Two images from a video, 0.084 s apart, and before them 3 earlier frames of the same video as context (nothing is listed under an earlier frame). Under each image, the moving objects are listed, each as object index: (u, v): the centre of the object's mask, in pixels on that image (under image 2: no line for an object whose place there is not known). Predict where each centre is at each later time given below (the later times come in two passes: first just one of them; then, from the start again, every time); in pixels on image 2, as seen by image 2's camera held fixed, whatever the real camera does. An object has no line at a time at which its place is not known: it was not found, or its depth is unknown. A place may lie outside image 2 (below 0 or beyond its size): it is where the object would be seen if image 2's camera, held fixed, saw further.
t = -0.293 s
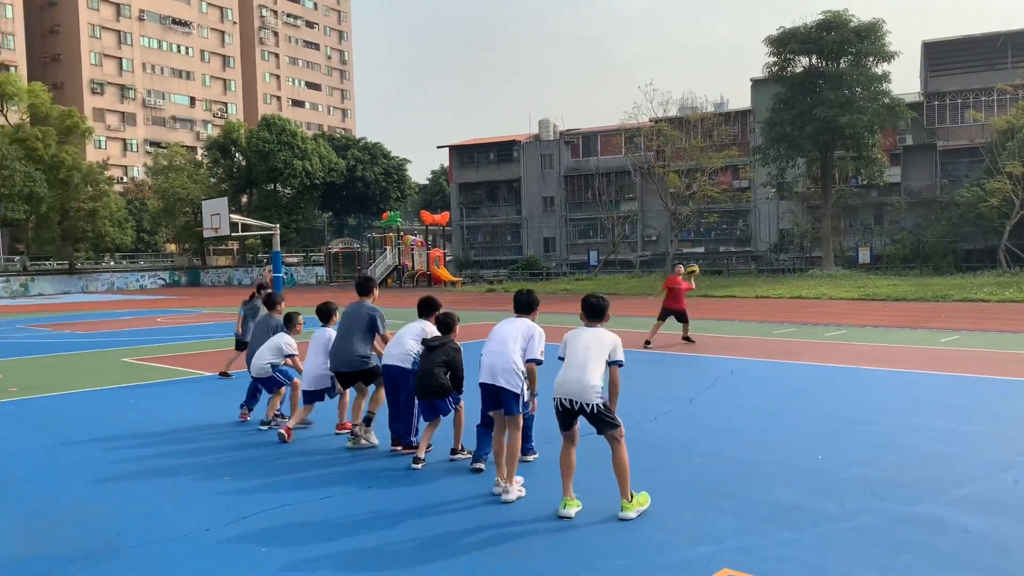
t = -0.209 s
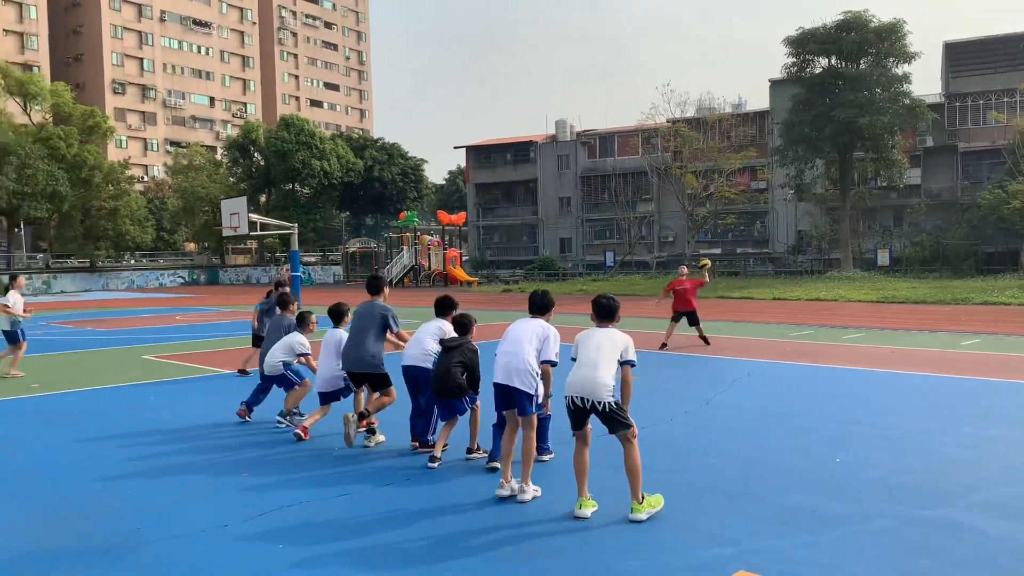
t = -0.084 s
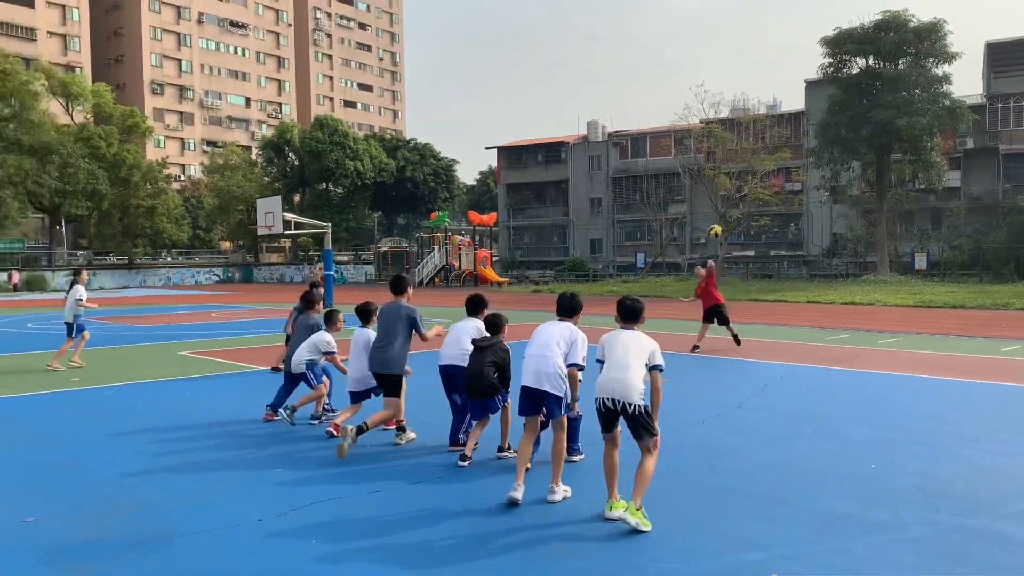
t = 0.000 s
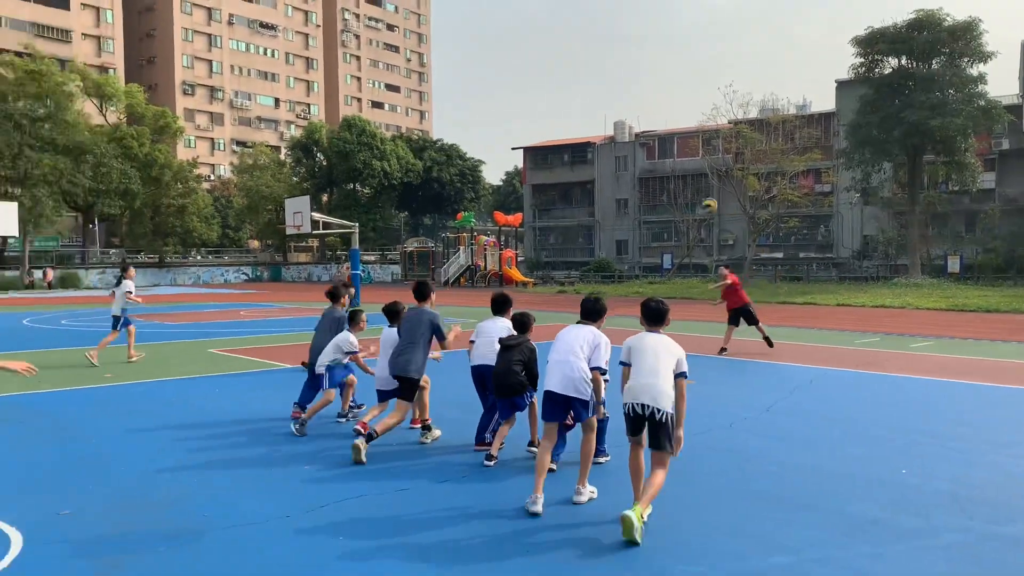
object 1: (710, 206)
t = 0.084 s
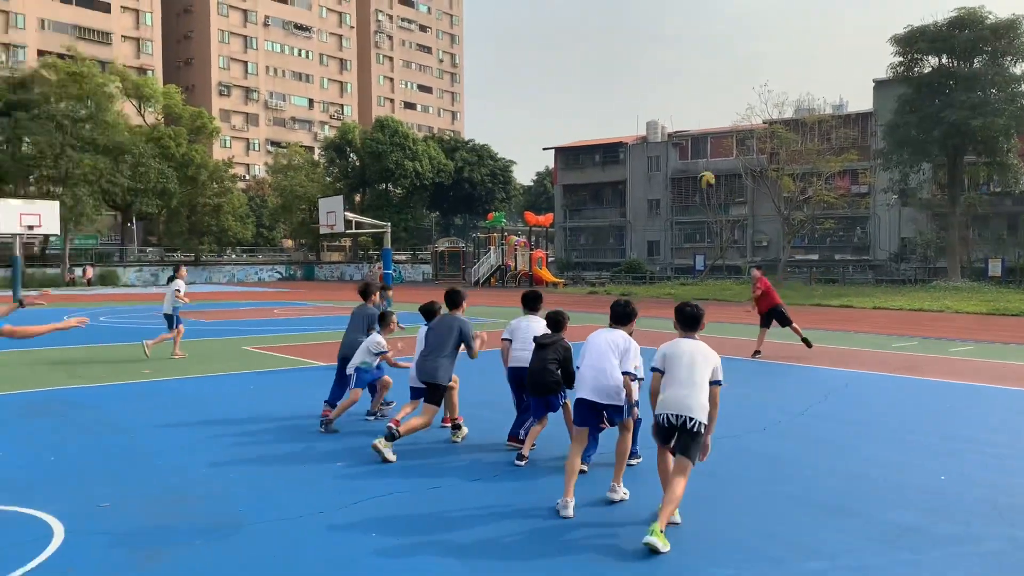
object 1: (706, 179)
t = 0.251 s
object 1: (623, 128)
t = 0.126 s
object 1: (687, 165)
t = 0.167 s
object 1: (668, 152)
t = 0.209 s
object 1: (645, 140)
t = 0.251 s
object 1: (623, 128)
